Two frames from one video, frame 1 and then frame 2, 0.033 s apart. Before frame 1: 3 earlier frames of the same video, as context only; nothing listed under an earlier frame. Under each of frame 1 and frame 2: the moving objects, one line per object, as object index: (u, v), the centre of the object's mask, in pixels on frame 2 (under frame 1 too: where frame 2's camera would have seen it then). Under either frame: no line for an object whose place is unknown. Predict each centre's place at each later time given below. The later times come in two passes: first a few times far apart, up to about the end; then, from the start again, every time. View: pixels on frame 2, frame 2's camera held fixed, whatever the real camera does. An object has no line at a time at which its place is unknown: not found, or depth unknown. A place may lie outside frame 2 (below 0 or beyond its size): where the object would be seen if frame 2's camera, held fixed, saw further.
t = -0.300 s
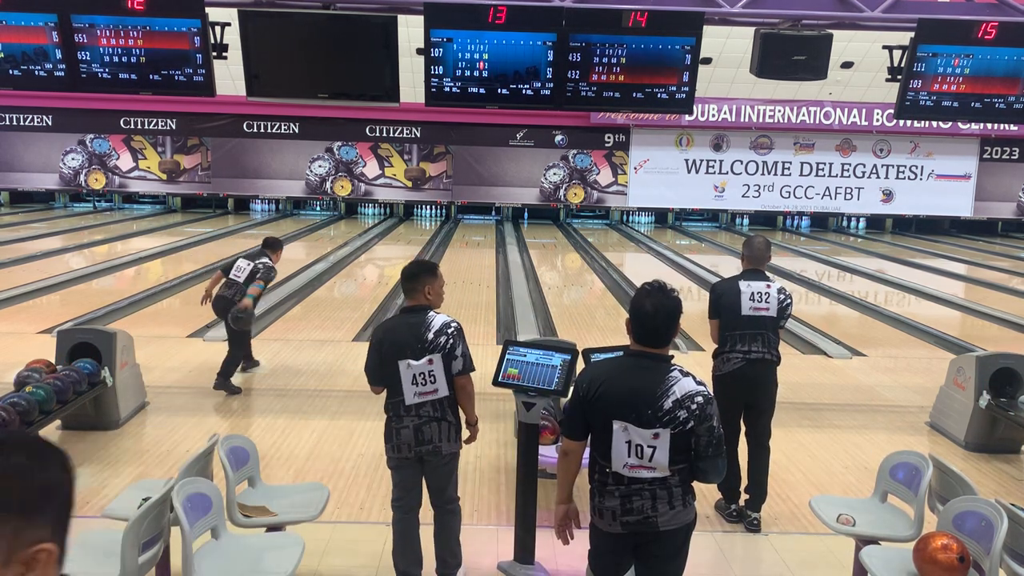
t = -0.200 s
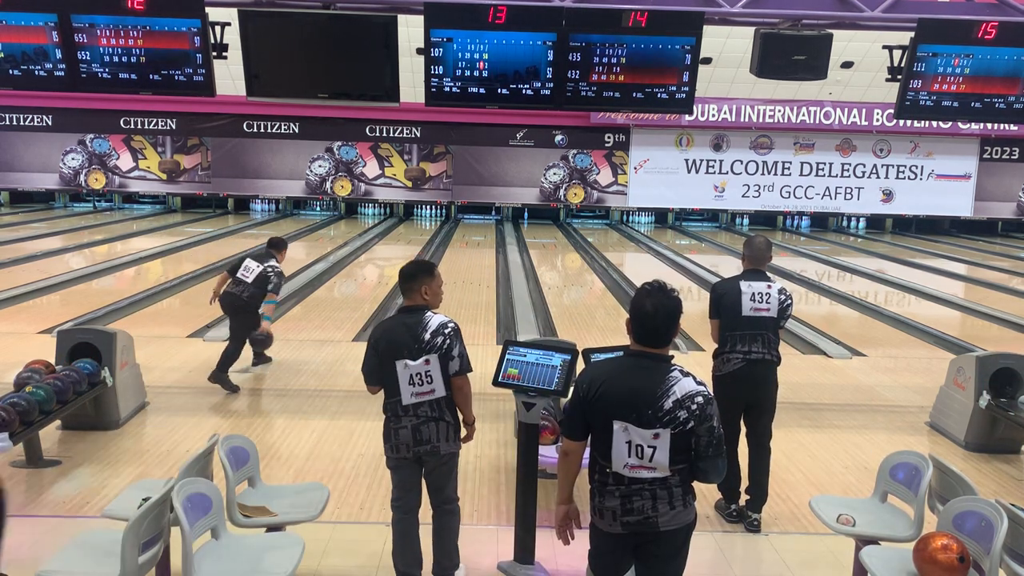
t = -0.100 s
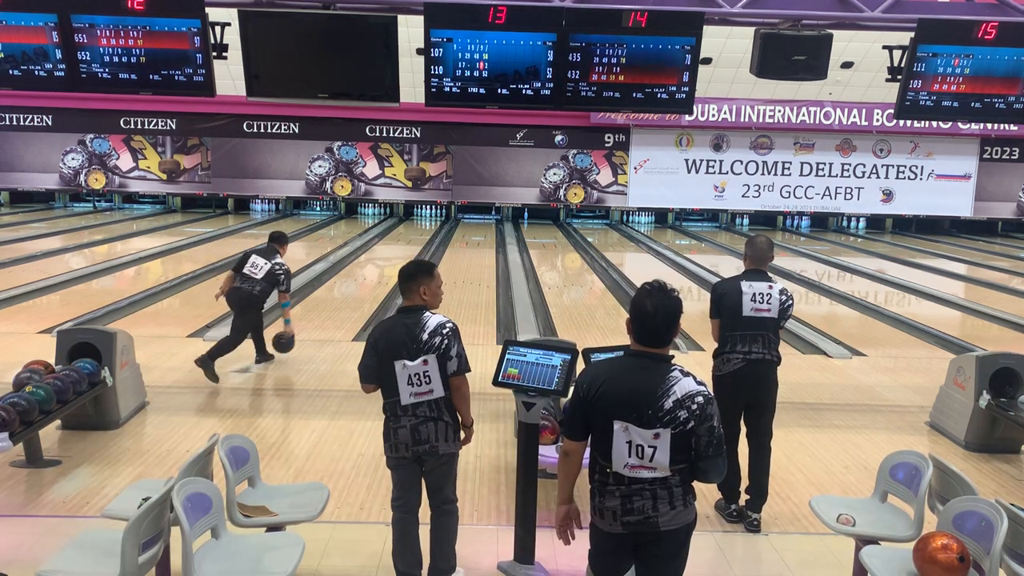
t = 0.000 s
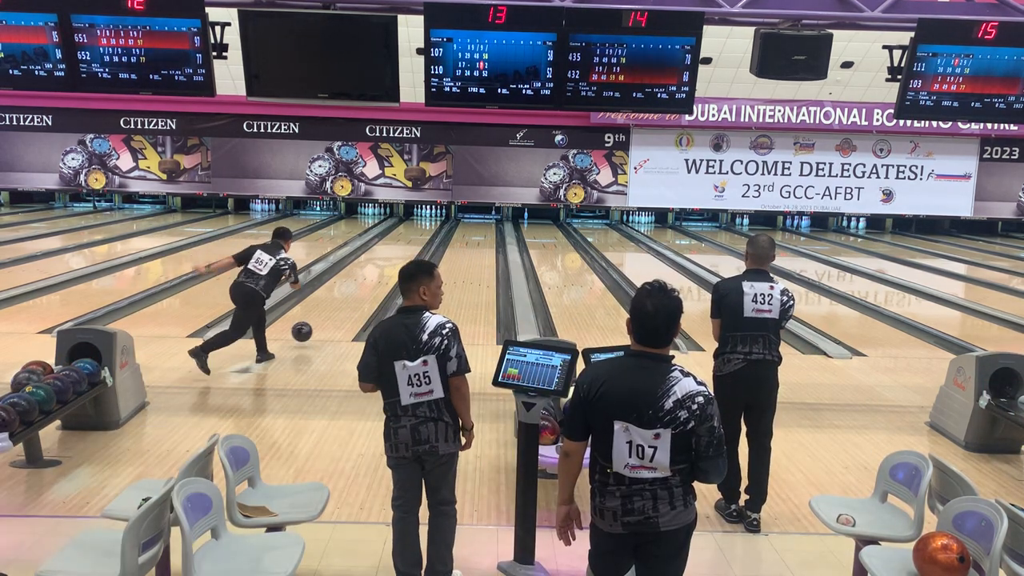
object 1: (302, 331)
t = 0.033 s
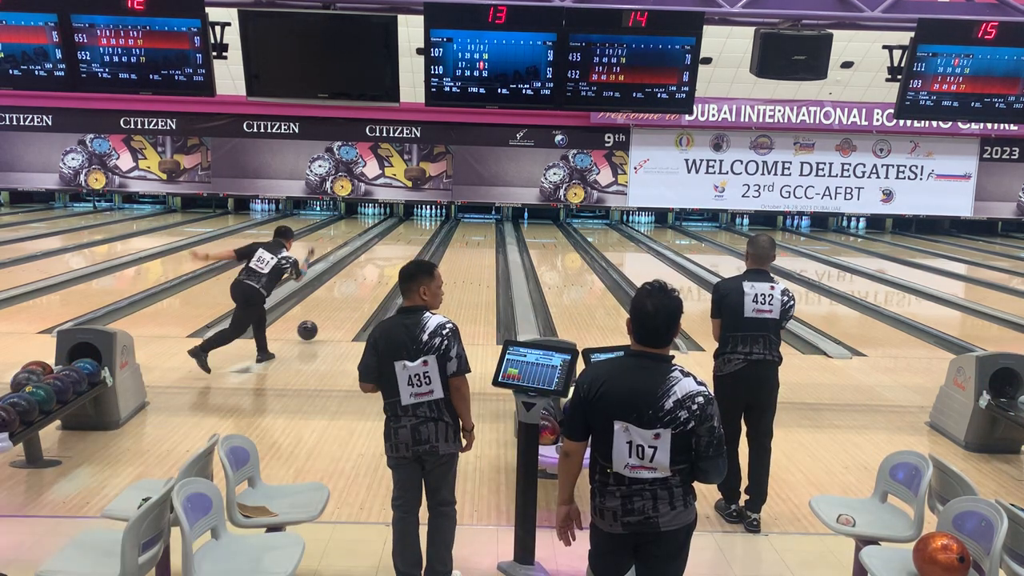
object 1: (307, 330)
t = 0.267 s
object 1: (338, 306)
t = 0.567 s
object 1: (366, 282)
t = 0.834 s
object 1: (383, 266)
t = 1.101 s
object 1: (396, 253)
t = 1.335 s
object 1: (406, 245)
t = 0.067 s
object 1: (312, 328)
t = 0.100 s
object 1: (317, 323)
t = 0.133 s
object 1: (321, 318)
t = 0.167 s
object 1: (326, 315)
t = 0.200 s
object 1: (330, 313)
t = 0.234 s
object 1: (334, 309)
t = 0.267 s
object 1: (338, 306)
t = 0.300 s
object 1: (342, 303)
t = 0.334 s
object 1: (345, 300)
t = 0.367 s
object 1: (348, 297)
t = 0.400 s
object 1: (351, 294)
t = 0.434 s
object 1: (354, 291)
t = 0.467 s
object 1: (357, 289)
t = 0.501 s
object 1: (360, 286)
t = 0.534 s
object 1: (363, 284)
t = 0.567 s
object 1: (366, 282)
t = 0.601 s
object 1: (368, 279)
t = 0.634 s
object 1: (370, 277)
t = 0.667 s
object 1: (373, 275)
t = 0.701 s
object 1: (375, 273)
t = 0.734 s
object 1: (377, 271)
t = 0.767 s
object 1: (379, 269)
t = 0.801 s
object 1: (381, 267)
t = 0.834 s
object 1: (383, 266)
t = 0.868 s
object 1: (385, 264)
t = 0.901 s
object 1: (387, 262)
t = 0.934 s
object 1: (389, 261)
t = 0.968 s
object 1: (390, 259)
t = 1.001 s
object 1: (392, 258)
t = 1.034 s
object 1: (394, 256)
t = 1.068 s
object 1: (395, 255)
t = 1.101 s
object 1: (396, 253)
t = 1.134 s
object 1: (398, 252)
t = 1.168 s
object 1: (399, 251)
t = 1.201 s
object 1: (401, 249)
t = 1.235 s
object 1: (402, 248)
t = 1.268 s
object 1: (403, 247)
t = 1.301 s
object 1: (404, 246)
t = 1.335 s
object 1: (406, 245)
